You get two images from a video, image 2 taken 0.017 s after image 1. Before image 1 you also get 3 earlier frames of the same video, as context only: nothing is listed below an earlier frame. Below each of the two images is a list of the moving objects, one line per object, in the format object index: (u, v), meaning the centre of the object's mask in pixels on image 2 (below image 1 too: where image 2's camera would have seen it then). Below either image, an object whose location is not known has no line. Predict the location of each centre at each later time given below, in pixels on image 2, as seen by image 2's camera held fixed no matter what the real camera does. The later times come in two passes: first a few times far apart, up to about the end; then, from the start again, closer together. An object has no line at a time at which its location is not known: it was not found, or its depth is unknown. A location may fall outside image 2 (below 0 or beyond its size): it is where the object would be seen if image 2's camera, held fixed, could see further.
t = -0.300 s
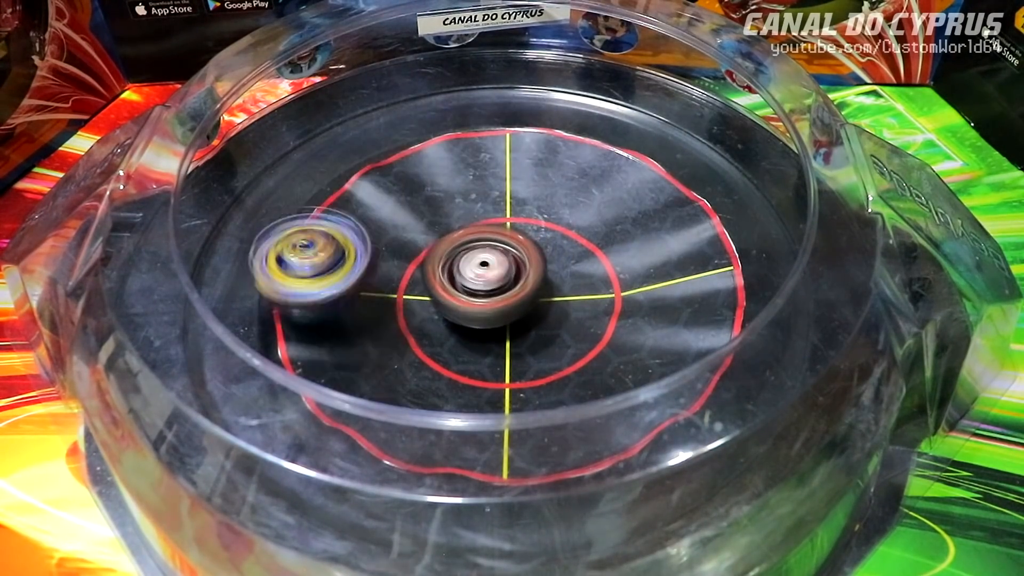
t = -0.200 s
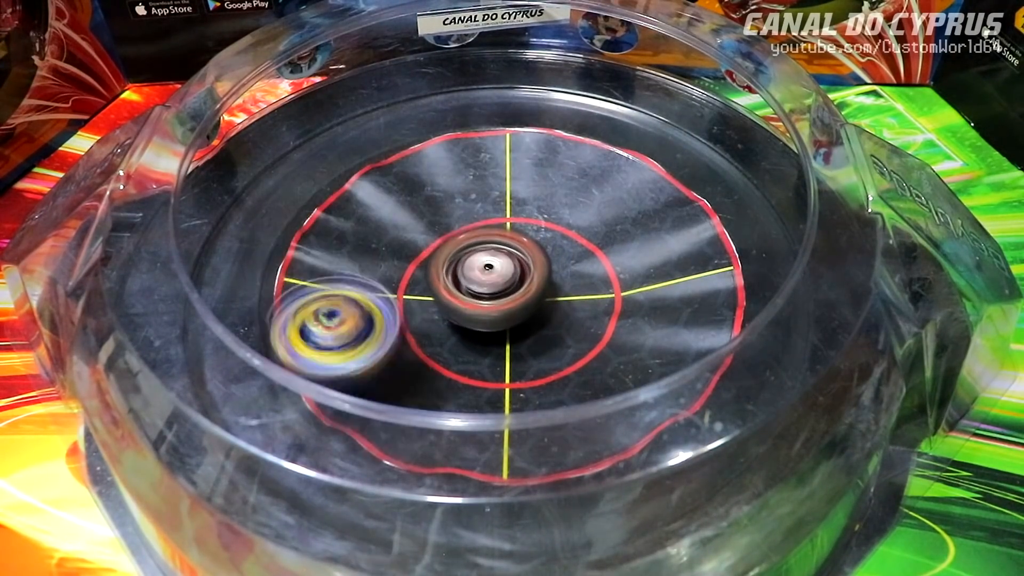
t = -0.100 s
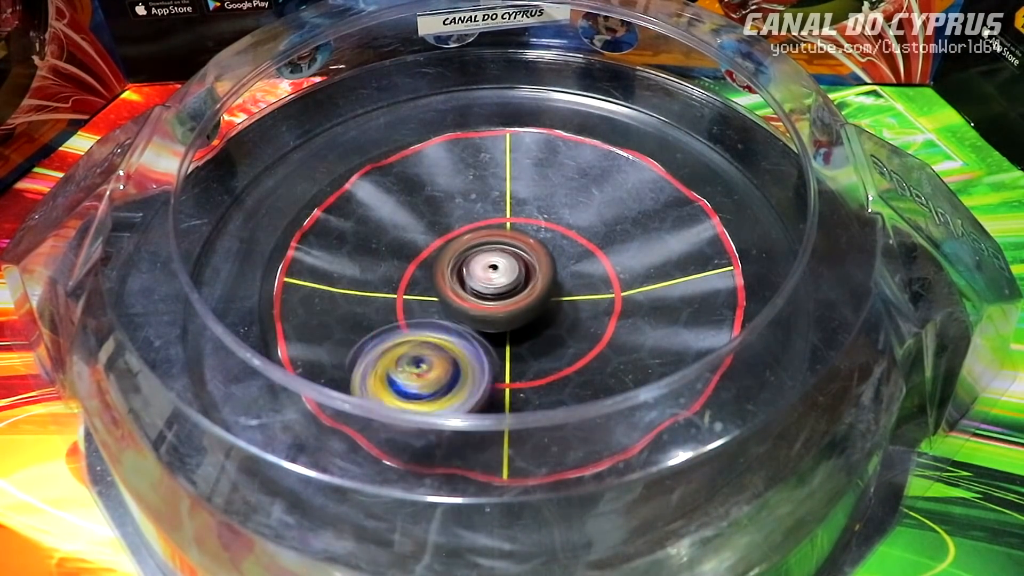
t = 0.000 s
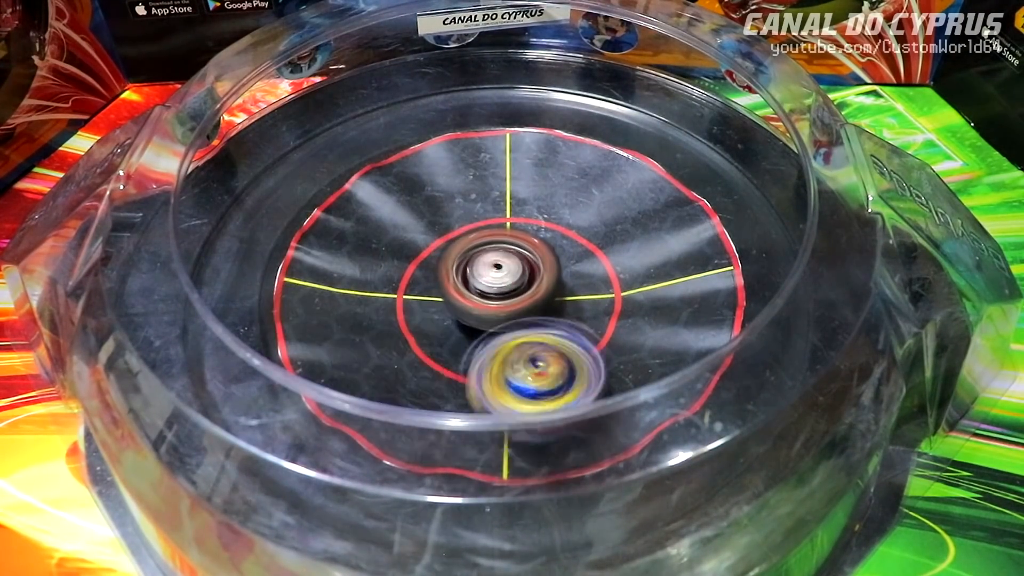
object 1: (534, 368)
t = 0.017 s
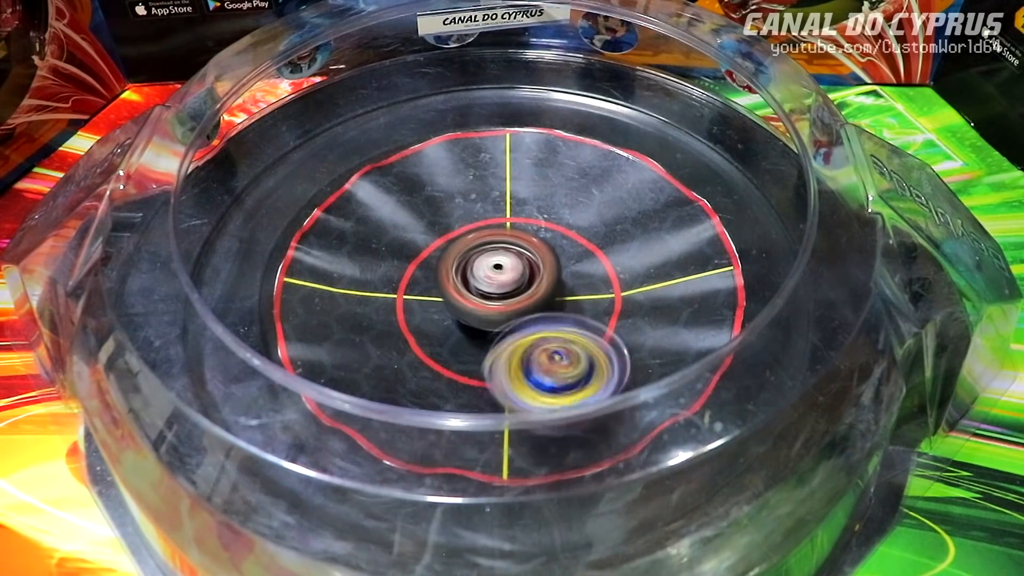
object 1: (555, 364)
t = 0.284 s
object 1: (642, 207)
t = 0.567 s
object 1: (446, 138)
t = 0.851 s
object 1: (339, 291)
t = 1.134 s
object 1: (588, 350)
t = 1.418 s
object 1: (630, 192)
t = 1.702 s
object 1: (408, 168)
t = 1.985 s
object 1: (348, 323)
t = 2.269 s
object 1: (604, 324)
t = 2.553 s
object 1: (590, 164)
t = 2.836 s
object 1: (383, 190)
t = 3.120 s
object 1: (425, 350)
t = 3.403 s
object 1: (641, 286)
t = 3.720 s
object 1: (493, 157)
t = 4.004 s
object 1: (340, 251)
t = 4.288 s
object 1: (528, 348)
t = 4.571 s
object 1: (628, 208)
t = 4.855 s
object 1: (439, 175)
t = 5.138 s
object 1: (375, 316)
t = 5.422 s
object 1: (591, 318)
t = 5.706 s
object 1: (557, 175)
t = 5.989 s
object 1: (380, 210)
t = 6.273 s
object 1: (476, 345)
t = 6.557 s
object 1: (630, 248)
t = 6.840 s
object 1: (468, 174)
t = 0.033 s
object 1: (569, 359)
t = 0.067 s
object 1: (599, 346)
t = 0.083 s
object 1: (614, 337)
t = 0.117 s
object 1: (636, 320)
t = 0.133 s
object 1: (642, 307)
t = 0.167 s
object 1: (653, 285)
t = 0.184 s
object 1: (656, 272)
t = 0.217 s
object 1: (658, 249)
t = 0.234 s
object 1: (656, 238)
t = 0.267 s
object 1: (647, 216)
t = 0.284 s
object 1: (642, 207)
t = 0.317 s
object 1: (629, 189)
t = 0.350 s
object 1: (612, 172)
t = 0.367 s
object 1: (602, 165)
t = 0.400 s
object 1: (581, 155)
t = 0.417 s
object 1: (567, 149)
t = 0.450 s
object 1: (541, 139)
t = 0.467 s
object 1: (529, 137)
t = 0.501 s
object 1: (502, 132)
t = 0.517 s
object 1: (487, 131)
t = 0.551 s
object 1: (460, 133)
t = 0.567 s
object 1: (446, 138)
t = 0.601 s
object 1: (420, 145)
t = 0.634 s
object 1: (394, 156)
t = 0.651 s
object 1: (383, 163)
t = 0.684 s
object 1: (363, 180)
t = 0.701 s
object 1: (355, 189)
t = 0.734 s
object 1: (342, 208)
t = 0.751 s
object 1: (336, 221)
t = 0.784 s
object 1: (330, 245)
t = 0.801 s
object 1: (330, 254)
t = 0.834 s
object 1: (336, 279)
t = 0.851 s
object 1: (339, 291)
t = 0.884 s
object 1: (354, 314)
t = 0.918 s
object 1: (375, 335)
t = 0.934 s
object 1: (388, 341)
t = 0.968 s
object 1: (416, 353)
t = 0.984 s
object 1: (433, 358)
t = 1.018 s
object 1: (468, 364)
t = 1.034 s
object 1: (483, 366)
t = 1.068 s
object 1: (519, 365)
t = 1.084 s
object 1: (538, 363)
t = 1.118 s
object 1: (572, 355)
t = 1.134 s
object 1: (588, 350)
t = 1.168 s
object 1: (616, 338)
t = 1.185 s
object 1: (629, 331)
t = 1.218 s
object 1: (649, 313)
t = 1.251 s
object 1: (662, 290)
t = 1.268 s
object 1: (664, 280)
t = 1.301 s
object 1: (668, 258)
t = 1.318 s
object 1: (666, 248)
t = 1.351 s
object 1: (659, 227)
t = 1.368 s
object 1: (653, 217)
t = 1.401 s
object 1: (639, 200)
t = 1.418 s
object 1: (630, 192)
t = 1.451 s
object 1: (609, 178)
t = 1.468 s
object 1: (599, 172)
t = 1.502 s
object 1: (574, 162)
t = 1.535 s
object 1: (547, 155)
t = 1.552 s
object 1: (532, 153)
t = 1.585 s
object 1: (504, 152)
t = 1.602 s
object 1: (490, 151)
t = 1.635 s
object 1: (461, 153)
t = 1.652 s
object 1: (448, 155)
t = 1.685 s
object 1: (422, 162)
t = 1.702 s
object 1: (408, 168)
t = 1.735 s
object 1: (384, 179)
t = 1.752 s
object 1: (374, 185)
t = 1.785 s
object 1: (356, 200)
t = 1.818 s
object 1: (341, 218)
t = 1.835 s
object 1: (334, 228)
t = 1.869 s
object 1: (325, 247)
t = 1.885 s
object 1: (323, 258)
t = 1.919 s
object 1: (325, 279)
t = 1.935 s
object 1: (329, 291)
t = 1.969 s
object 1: (340, 312)
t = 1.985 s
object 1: (348, 323)
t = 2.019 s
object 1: (371, 339)
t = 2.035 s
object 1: (384, 346)
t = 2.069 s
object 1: (416, 355)
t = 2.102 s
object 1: (450, 360)
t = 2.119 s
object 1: (464, 362)
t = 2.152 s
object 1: (501, 362)
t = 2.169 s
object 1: (517, 357)
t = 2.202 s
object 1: (549, 351)
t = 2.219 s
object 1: (565, 348)
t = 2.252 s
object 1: (593, 334)
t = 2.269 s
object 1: (604, 324)
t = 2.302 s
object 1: (622, 304)
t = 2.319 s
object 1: (632, 293)
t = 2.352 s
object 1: (640, 271)
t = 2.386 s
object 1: (644, 251)
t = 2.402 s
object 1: (644, 241)
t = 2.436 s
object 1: (640, 220)
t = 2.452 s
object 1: (635, 210)
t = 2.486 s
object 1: (622, 193)
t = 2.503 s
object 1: (617, 185)
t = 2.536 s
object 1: (599, 168)
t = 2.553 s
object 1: (590, 164)
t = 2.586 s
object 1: (568, 155)
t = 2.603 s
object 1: (555, 150)
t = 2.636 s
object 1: (530, 144)
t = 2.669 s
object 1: (504, 143)
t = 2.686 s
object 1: (490, 143)
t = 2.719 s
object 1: (464, 148)
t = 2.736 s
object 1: (449, 152)
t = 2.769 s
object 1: (426, 161)
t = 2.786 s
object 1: (413, 167)
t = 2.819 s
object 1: (392, 182)
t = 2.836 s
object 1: (383, 190)
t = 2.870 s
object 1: (368, 208)
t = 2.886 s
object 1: (361, 219)
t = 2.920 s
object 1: (353, 240)
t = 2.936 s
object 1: (351, 250)
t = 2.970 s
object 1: (351, 271)
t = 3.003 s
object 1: (357, 293)
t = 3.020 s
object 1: (363, 304)
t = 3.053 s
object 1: (379, 324)
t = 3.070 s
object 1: (387, 333)
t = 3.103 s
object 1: (410, 347)
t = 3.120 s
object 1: (425, 350)
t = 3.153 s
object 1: (453, 360)
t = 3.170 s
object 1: (471, 361)
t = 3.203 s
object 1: (503, 363)
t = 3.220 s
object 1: (520, 361)
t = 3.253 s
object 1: (551, 356)
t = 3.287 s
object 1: (581, 347)
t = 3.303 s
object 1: (592, 341)
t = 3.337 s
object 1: (615, 327)
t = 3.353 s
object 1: (625, 318)
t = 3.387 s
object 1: (639, 295)
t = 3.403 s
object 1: (641, 286)
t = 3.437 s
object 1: (643, 266)
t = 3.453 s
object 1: (642, 254)
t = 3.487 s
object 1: (636, 236)
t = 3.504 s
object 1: (631, 226)
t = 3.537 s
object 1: (617, 207)
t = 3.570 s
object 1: (600, 194)
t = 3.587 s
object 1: (589, 187)
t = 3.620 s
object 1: (568, 176)
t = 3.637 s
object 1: (556, 170)
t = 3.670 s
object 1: (532, 164)
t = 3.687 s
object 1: (519, 160)
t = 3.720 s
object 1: (493, 157)
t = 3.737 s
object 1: (481, 156)
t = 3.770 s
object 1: (455, 159)
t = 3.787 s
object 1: (441, 161)
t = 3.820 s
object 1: (417, 167)
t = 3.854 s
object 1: (396, 176)
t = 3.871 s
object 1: (385, 182)
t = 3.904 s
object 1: (367, 197)
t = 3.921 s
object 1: (360, 204)
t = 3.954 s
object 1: (348, 222)
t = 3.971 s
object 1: (343, 232)
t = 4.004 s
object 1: (340, 251)
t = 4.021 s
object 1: (341, 263)
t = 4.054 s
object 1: (347, 283)
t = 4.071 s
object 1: (354, 294)
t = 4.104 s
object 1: (371, 312)
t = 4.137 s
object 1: (392, 328)
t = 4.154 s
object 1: (405, 336)
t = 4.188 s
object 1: (434, 347)
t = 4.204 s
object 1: (450, 350)
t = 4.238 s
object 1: (481, 352)
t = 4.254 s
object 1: (500, 351)
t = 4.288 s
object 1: (528, 348)
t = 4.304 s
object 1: (545, 345)
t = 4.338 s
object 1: (573, 334)
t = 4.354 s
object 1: (584, 327)
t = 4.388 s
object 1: (606, 312)
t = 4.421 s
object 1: (624, 295)
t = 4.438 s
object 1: (631, 284)
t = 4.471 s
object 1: (639, 264)
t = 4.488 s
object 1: (642, 254)
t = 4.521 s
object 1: (640, 237)
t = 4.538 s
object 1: (637, 227)
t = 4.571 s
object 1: (628, 208)
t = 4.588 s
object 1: (621, 200)
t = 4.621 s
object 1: (606, 187)
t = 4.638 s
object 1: (597, 180)
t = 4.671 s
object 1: (576, 172)
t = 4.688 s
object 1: (565, 167)
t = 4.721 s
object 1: (540, 161)
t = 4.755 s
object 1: (514, 159)
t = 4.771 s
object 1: (502, 159)
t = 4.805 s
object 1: (476, 163)
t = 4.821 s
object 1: (463, 168)
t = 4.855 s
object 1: (439, 175)
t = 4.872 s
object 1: (428, 180)
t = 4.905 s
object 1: (407, 192)
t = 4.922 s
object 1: (399, 200)
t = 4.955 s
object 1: (382, 215)
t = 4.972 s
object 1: (375, 224)
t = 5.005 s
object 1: (364, 238)
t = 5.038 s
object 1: (358, 258)
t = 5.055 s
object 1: (356, 270)
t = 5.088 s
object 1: (360, 290)
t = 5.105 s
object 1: (364, 299)
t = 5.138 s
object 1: (375, 316)
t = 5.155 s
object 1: (384, 325)
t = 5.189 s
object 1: (405, 340)
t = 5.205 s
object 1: (416, 347)
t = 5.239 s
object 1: (445, 353)
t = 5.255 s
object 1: (460, 355)
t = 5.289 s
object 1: (489, 357)
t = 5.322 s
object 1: (522, 354)
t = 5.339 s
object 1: (536, 351)
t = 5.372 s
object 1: (561, 341)
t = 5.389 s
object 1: (575, 333)
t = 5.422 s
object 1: (591, 318)
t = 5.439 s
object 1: (601, 311)
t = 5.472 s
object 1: (613, 290)
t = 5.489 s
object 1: (616, 281)
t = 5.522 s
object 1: (620, 261)
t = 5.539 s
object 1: (619, 251)
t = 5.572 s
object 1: (614, 233)
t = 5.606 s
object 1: (606, 216)
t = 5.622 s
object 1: (599, 207)
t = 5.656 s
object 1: (586, 192)
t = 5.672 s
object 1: (576, 187)
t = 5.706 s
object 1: (557, 175)
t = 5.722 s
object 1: (547, 171)
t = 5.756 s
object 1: (524, 163)
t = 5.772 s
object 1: (513, 162)
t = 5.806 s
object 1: (491, 159)
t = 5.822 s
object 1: (478, 158)
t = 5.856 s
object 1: (452, 163)
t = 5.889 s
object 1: (431, 169)
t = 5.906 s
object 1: (420, 174)
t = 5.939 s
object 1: (401, 186)
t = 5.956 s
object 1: (393, 193)
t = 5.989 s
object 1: (380, 210)
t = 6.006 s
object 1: (374, 219)
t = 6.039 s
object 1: (367, 236)
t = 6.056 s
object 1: (365, 248)
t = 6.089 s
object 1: (368, 267)
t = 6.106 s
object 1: (372, 278)
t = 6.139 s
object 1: (384, 297)
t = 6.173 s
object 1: (400, 315)
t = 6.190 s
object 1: (410, 321)
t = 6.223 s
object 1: (433, 335)
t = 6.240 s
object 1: (447, 340)
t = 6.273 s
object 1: (476, 345)
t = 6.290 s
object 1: (489, 348)
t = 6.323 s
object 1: (519, 347)
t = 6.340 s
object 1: (533, 343)
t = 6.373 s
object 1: (559, 338)
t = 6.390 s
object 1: (572, 332)
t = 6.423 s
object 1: (594, 319)
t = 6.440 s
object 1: (605, 311)
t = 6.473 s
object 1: (618, 294)
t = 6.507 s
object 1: (628, 276)
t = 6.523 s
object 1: (632, 267)
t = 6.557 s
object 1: (630, 248)
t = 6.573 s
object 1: (628, 241)
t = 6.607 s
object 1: (618, 222)
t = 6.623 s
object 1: (610, 215)
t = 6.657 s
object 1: (597, 202)
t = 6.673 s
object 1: (585, 196)
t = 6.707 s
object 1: (563, 186)
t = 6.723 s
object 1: (553, 182)
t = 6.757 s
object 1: (529, 176)
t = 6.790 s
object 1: (503, 173)
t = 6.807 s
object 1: (493, 175)
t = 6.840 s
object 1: (468, 174)
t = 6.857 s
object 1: (457, 177)
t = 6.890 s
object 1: (436, 180)
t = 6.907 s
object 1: (425, 183)
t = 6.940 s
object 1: (403, 192)
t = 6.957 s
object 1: (395, 198)
